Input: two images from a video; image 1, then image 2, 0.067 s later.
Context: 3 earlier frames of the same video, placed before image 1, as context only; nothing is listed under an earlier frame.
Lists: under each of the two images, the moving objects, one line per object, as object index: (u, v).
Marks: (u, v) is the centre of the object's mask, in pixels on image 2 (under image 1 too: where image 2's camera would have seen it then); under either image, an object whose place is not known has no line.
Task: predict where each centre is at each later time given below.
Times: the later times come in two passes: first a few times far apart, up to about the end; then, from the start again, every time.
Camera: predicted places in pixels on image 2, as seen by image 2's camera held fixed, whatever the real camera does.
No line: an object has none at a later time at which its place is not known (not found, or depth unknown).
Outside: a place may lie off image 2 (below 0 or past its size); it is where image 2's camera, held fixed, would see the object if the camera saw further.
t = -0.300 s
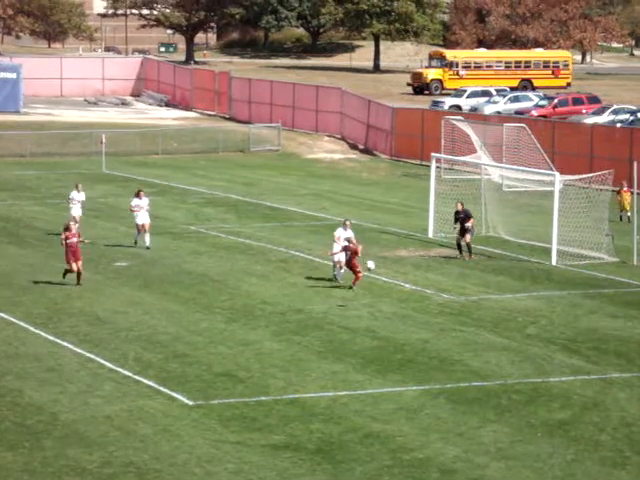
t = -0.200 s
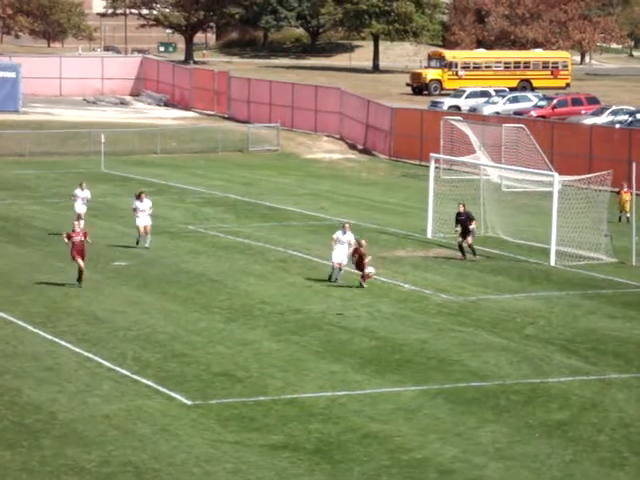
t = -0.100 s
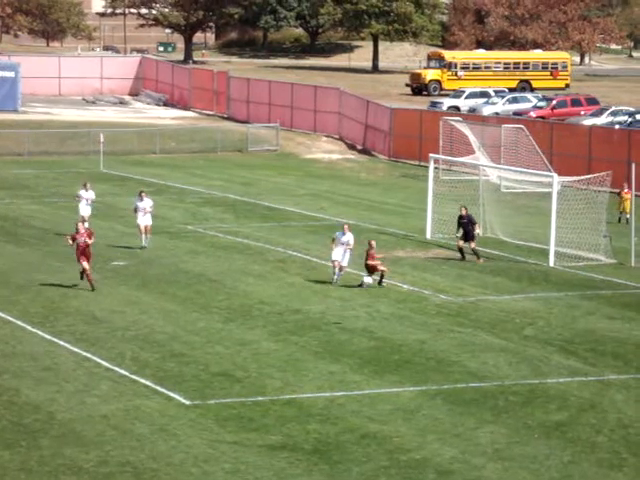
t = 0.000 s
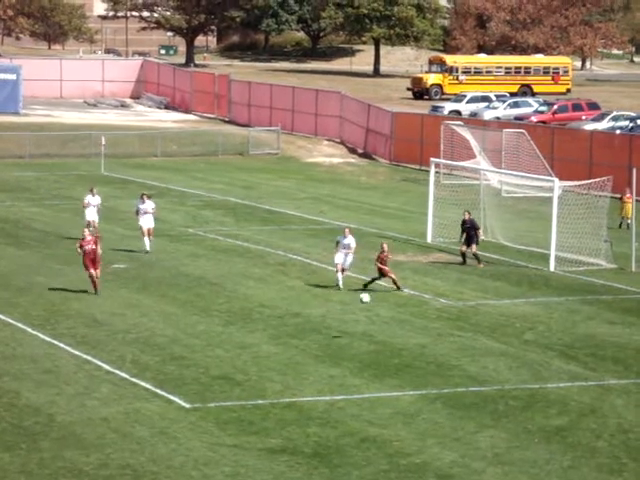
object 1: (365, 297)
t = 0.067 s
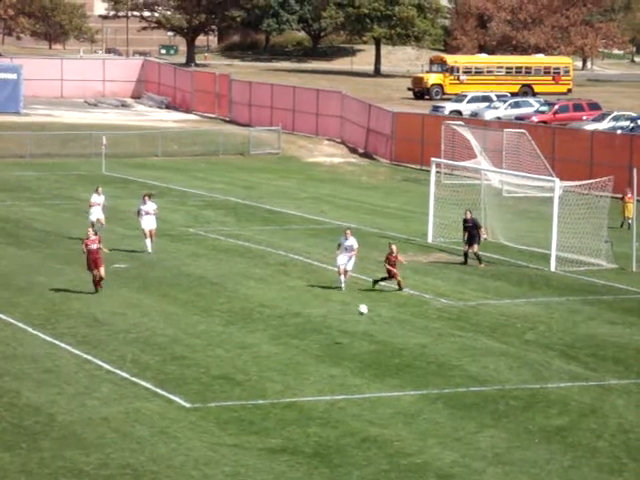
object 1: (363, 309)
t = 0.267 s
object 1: (350, 356)
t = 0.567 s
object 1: (333, 359)
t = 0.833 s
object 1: (315, 390)
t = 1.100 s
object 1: (297, 407)
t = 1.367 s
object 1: (279, 431)
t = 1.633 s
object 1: (261, 453)
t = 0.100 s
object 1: (361, 316)
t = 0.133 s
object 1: (359, 323)
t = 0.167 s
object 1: (357, 330)
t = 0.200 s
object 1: (355, 339)
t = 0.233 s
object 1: (353, 347)
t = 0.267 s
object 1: (350, 356)
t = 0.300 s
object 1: (347, 366)
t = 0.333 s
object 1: (346, 364)
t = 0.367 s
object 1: (344, 361)
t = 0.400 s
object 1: (342, 359)
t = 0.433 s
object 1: (341, 357)
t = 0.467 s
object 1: (339, 357)
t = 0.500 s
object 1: (337, 357)
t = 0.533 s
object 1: (334, 358)
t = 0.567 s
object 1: (333, 359)
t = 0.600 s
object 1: (331, 360)
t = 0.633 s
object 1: (328, 362)
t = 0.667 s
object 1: (326, 365)
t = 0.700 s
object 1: (324, 369)
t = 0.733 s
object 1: (322, 373)
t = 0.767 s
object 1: (320, 378)
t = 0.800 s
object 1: (317, 383)
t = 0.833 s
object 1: (315, 390)
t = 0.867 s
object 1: (313, 397)
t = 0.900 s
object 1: (310, 403)
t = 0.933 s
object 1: (308, 404)
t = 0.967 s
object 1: (306, 403)
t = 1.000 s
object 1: (304, 403)
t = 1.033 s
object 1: (302, 405)
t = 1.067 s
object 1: (300, 406)
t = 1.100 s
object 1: (297, 407)
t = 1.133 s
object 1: (295, 411)
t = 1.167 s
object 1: (294, 415)
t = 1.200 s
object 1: (290, 419)
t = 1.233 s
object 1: (288, 424)
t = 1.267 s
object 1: (286, 427)
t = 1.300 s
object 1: (284, 428)
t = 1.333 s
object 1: (282, 429)
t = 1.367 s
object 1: (279, 431)
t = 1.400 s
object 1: (277, 433)
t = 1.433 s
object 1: (275, 436)
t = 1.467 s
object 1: (272, 440)
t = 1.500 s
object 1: (271, 442)
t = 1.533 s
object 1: (268, 444)
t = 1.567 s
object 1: (265, 447)
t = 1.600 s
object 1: (263, 450)
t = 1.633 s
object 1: (261, 453)
